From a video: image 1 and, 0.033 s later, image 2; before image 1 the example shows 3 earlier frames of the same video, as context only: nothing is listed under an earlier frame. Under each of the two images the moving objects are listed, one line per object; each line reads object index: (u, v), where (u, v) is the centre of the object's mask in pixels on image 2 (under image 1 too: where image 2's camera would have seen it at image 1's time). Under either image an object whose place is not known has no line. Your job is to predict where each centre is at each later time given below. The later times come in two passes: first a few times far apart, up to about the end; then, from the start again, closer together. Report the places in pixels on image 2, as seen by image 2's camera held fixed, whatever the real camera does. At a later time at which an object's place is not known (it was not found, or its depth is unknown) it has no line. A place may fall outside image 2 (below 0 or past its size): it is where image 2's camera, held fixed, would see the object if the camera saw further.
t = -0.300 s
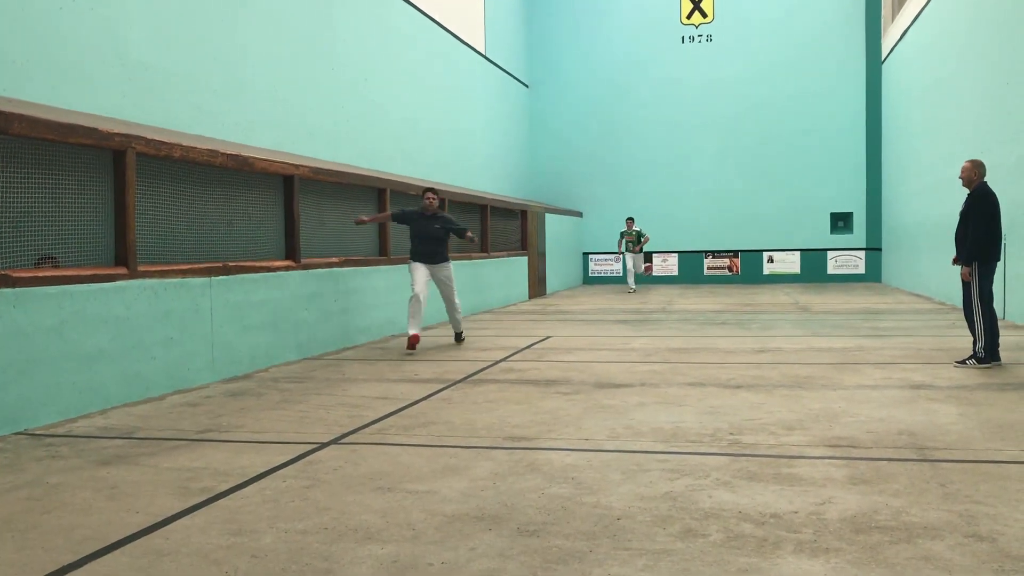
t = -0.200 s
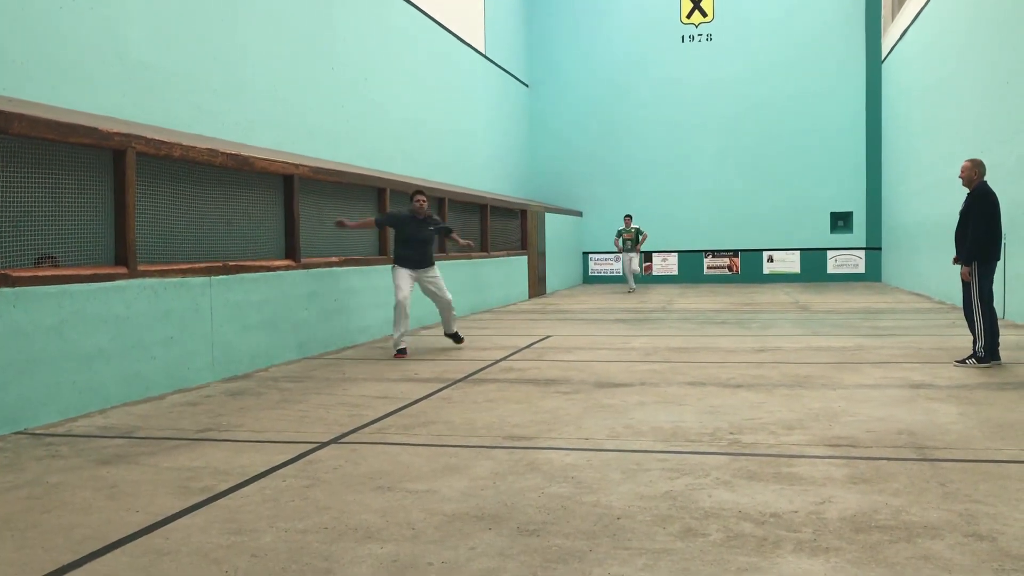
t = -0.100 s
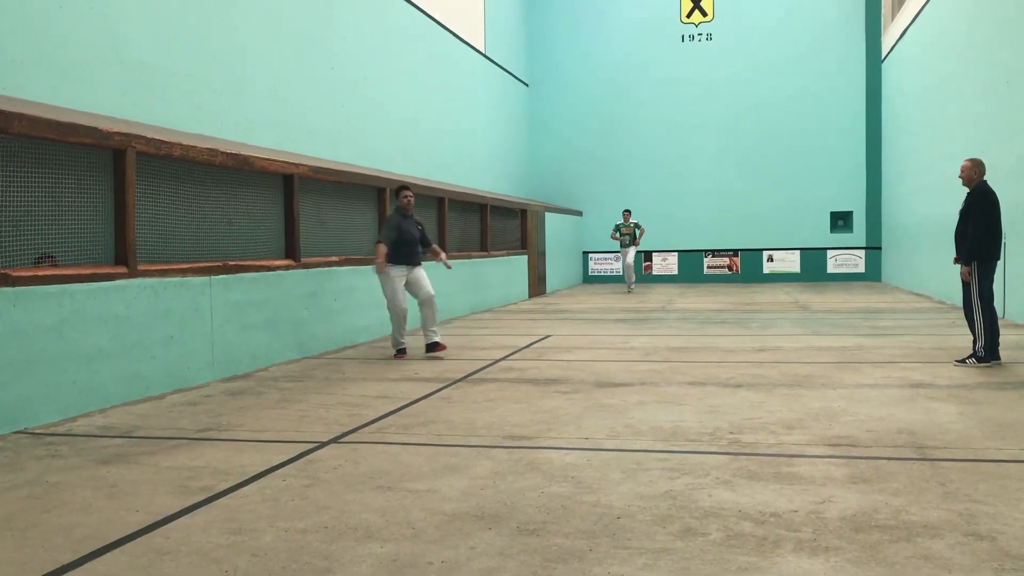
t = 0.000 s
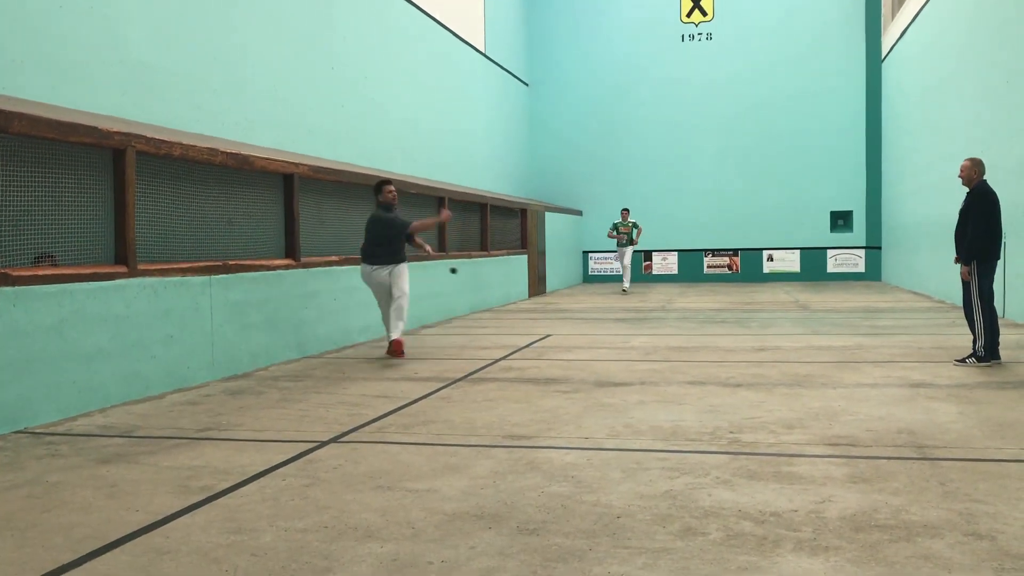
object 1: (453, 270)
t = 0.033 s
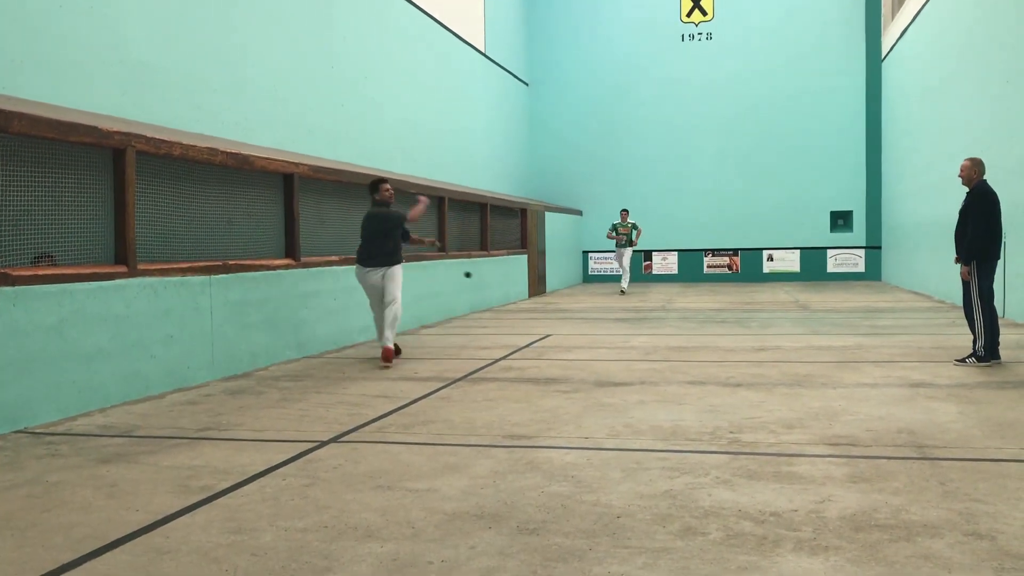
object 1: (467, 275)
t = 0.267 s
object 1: (564, 334)
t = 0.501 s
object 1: (628, 310)
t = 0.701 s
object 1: (677, 307)
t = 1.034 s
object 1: (760, 324)
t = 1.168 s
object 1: (793, 319)
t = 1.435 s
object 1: (854, 327)
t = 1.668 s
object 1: (901, 332)
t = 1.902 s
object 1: (945, 330)
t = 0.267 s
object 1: (564, 334)
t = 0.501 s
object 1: (628, 310)
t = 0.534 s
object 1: (636, 307)
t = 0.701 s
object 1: (677, 307)
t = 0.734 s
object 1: (685, 310)
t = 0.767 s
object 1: (694, 314)
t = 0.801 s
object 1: (702, 319)
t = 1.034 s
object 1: (760, 324)
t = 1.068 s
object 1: (768, 321)
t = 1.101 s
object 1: (776, 320)
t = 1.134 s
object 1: (785, 319)
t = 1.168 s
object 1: (793, 319)
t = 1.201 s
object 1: (801, 321)
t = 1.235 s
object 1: (809, 324)
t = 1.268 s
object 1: (817, 327)
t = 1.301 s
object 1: (825, 332)
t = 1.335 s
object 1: (833, 338)
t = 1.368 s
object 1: (840, 333)
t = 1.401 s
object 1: (847, 329)
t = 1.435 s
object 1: (854, 327)
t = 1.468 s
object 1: (860, 325)
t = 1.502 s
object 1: (867, 325)
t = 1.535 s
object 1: (874, 326)
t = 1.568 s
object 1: (880, 327)
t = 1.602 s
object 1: (887, 330)
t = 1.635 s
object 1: (894, 333)
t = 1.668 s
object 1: (901, 332)
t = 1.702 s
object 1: (907, 330)
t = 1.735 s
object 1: (913, 329)
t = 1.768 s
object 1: (920, 328)
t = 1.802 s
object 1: (926, 329)
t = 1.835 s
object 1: (932, 331)
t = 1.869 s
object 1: (939, 332)
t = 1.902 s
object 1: (945, 330)
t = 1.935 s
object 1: (951, 330)
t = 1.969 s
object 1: (957, 330)
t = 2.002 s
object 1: (963, 331)
